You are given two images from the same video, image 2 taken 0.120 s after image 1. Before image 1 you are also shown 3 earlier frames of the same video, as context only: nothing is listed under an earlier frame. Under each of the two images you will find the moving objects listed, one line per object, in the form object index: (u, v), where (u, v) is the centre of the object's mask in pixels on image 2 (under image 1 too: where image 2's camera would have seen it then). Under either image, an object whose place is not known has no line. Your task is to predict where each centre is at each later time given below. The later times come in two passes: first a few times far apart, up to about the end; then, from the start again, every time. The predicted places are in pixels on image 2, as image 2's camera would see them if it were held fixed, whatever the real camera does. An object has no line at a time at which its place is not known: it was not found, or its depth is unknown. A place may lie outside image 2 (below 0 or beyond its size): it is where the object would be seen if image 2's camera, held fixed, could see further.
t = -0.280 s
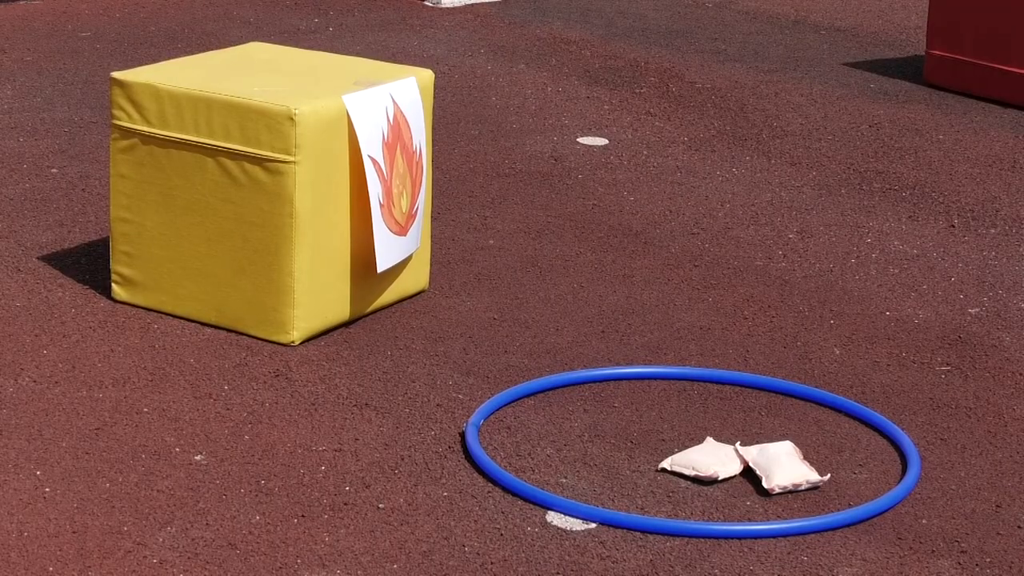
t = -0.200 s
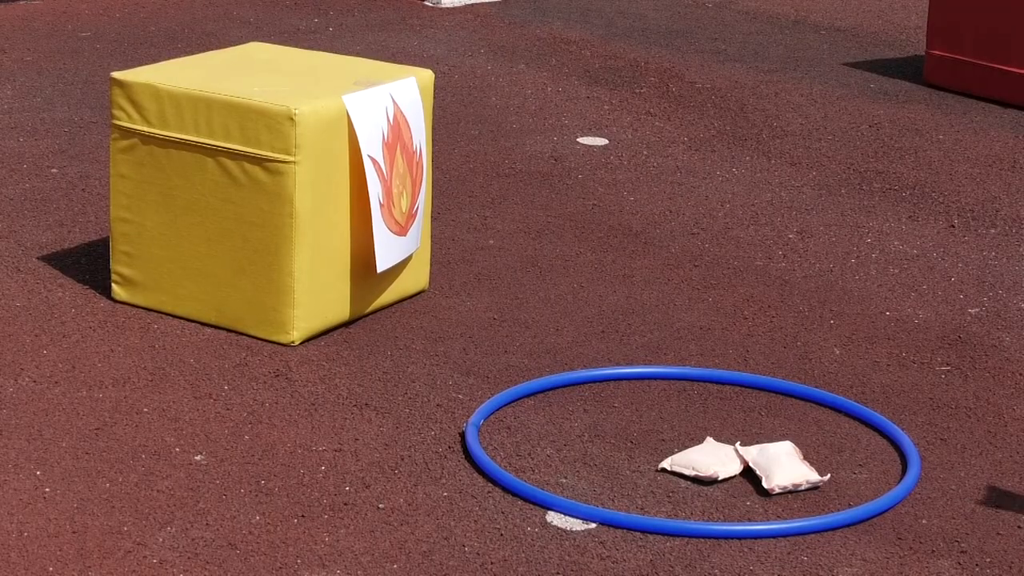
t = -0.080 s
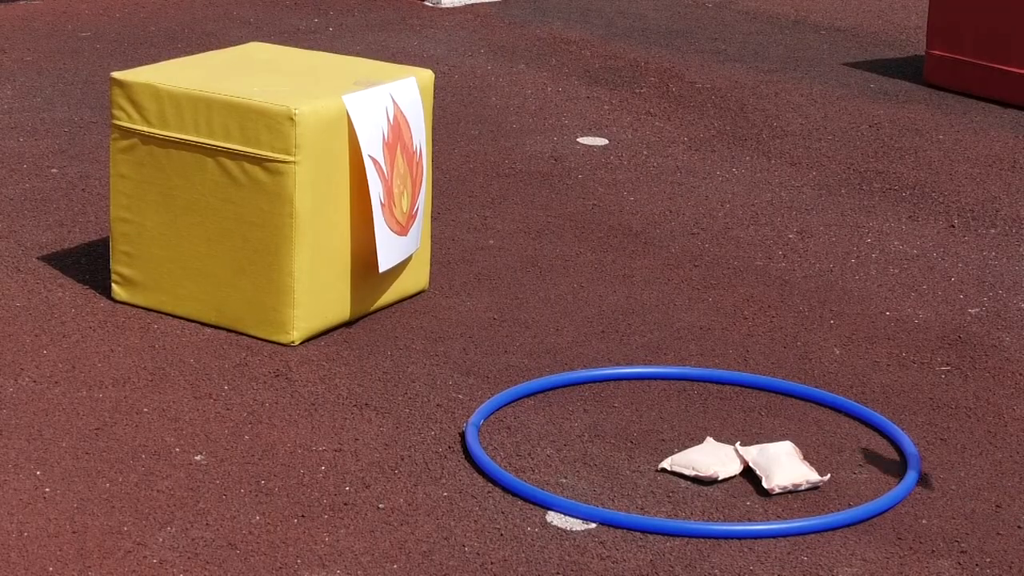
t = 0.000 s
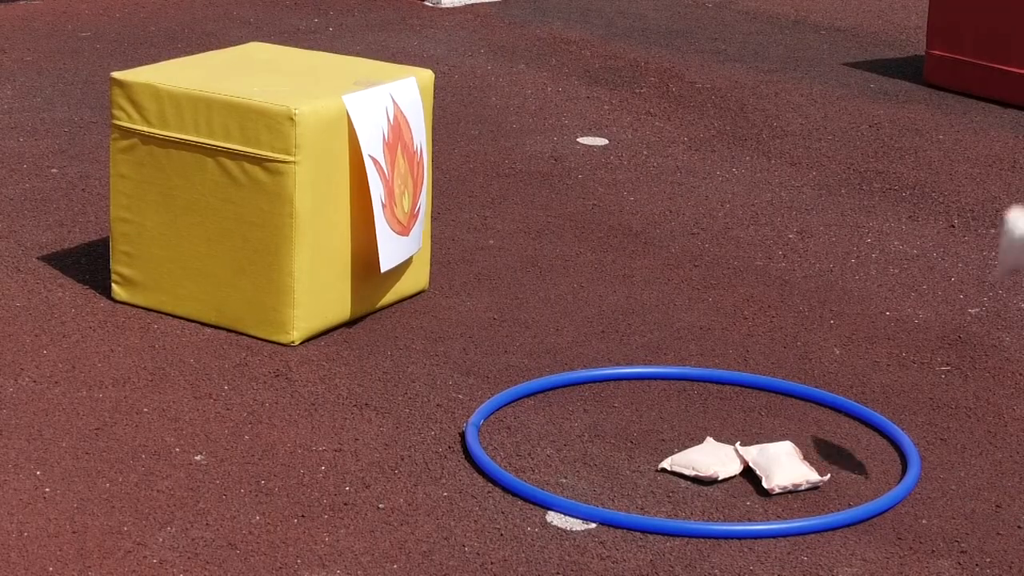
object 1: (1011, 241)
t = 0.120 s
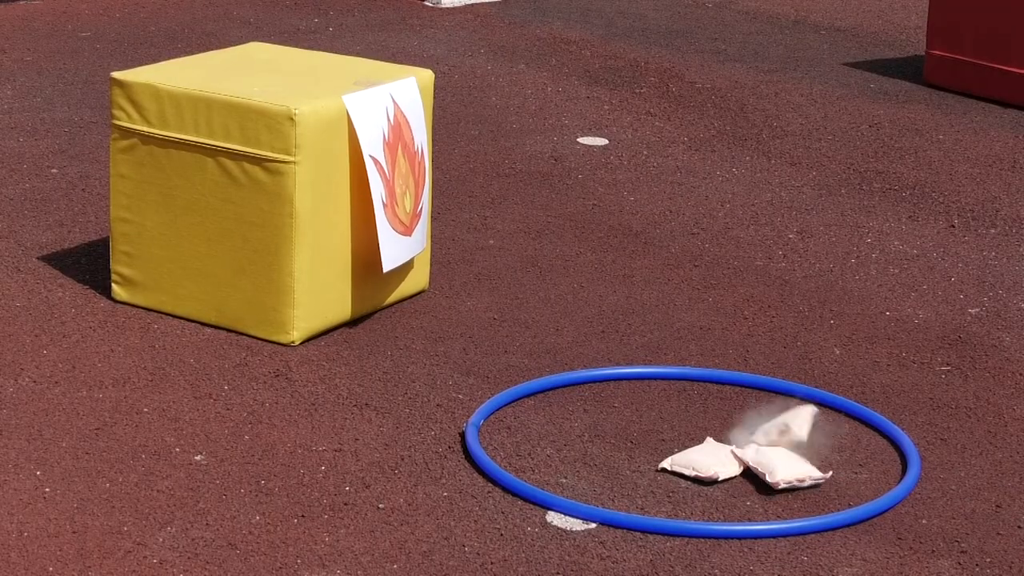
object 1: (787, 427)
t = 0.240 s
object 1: (695, 408)
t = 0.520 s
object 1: (621, 392)
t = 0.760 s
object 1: (606, 400)
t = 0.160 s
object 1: (750, 415)
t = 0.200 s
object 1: (722, 409)
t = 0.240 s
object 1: (695, 408)
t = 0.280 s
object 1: (673, 407)
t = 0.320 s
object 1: (647, 414)
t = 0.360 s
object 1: (640, 404)
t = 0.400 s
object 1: (633, 397)
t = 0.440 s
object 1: (629, 394)
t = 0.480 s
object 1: (625, 392)
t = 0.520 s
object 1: (621, 392)
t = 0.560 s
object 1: (617, 393)
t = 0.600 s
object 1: (612, 395)
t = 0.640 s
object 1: (607, 399)
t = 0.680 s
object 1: (604, 399)
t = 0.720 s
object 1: (606, 400)
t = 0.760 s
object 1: (606, 400)
